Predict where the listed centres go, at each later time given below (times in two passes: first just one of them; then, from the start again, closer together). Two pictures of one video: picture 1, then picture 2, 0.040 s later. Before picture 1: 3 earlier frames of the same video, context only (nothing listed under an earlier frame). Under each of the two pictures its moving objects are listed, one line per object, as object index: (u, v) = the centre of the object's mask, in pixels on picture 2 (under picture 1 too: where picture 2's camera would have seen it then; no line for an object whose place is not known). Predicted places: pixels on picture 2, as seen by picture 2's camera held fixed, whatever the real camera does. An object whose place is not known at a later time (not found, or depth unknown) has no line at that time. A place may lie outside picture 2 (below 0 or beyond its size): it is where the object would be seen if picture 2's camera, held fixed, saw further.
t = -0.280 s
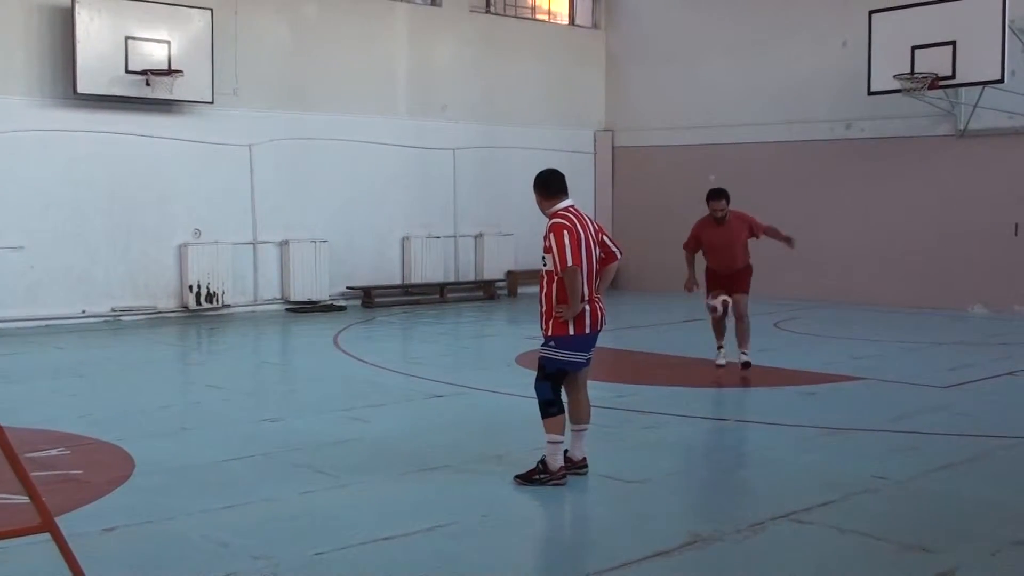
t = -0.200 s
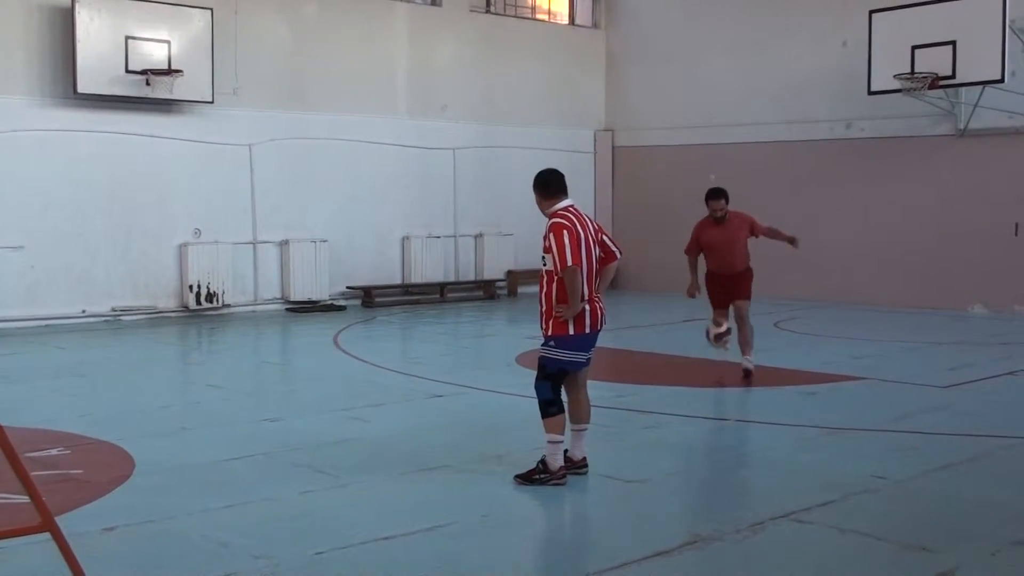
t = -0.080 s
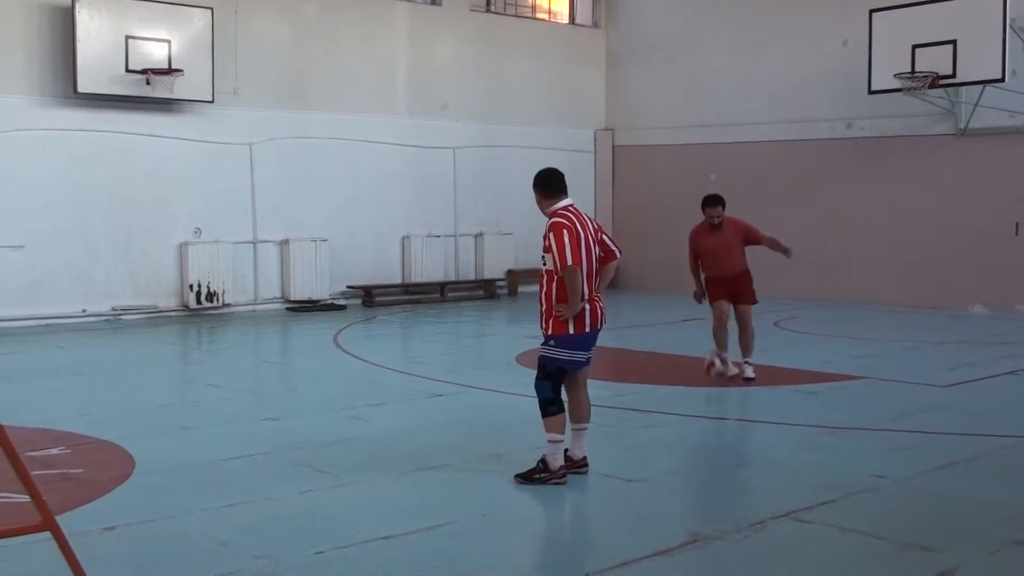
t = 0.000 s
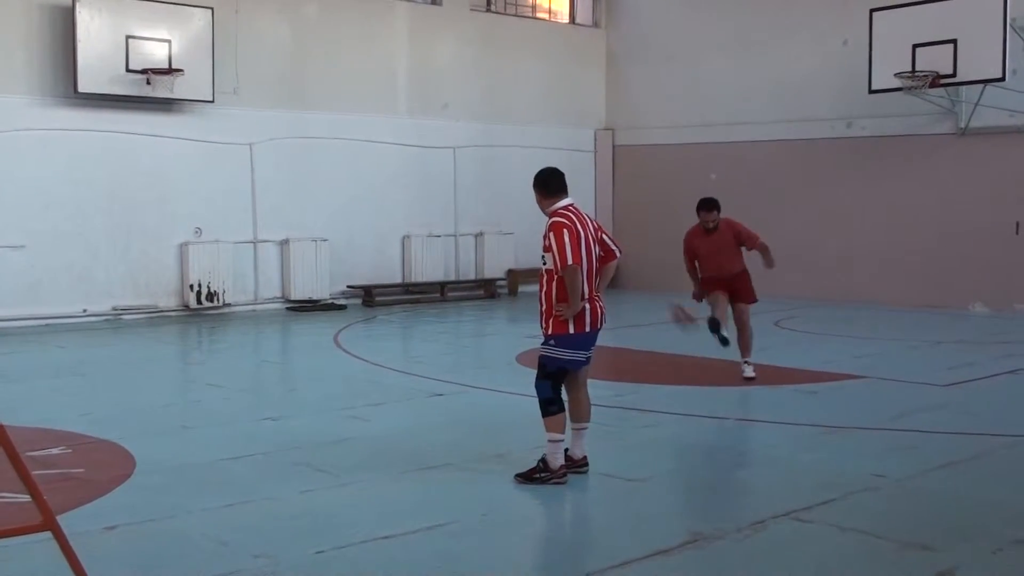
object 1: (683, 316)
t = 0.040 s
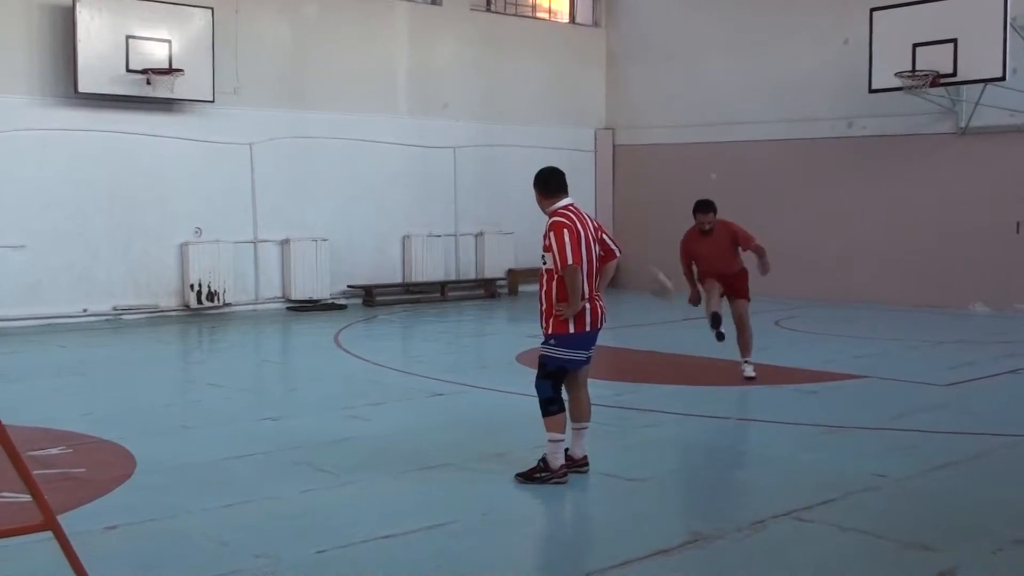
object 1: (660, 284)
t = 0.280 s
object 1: (495, 126)
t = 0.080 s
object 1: (637, 254)
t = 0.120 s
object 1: (612, 225)
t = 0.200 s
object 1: (548, 161)
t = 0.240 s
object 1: (525, 148)
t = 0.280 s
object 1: (495, 126)
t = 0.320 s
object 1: (467, 105)
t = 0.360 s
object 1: (437, 86)
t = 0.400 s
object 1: (409, 69)
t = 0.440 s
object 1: (380, 54)
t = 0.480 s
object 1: (349, 40)
